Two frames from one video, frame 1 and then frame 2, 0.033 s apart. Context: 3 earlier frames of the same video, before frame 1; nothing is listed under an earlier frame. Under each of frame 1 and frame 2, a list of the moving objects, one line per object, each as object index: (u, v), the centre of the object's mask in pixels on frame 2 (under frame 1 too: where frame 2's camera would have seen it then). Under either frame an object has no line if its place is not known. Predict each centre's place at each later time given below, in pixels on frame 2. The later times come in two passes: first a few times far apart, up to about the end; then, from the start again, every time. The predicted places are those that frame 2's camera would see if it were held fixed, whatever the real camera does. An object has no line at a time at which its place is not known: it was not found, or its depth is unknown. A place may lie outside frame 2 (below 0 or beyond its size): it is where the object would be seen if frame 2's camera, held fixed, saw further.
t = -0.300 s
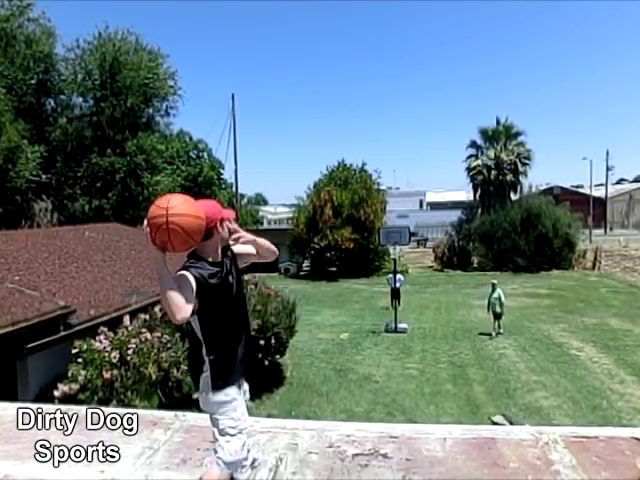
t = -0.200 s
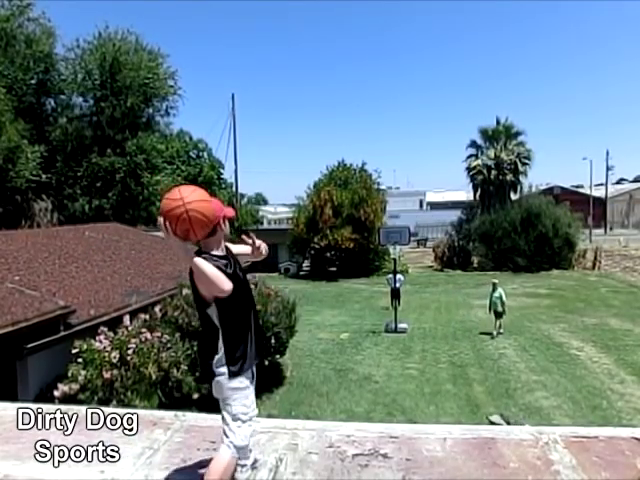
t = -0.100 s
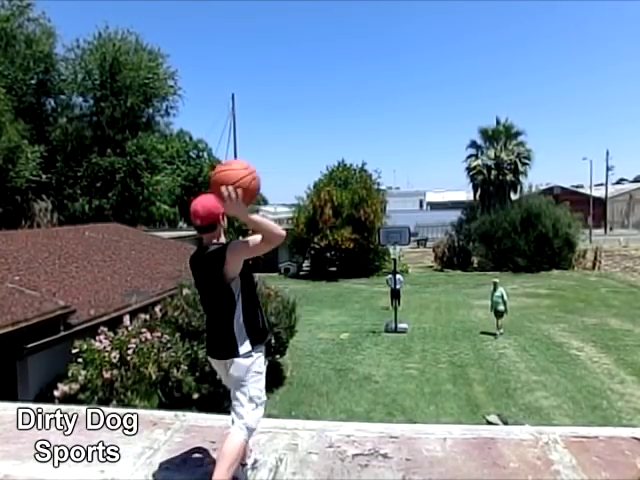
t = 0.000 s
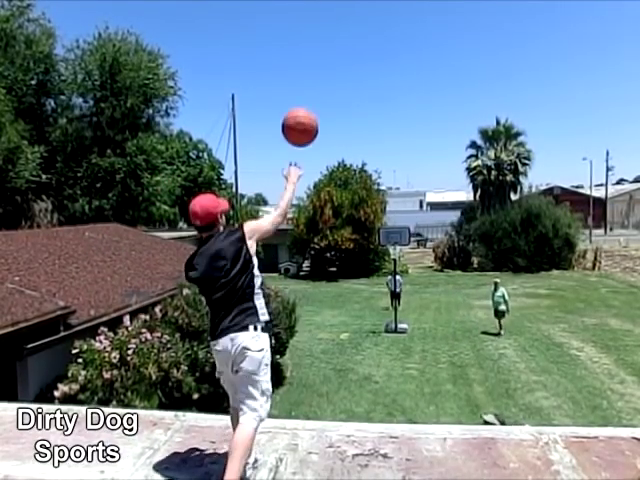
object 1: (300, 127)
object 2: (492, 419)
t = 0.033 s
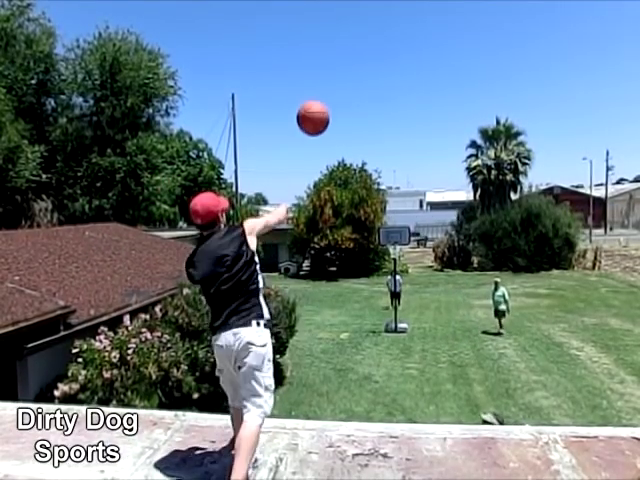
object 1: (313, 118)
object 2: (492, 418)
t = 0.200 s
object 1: (350, 106)
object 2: (487, 417)
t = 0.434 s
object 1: (372, 122)
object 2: (483, 416)
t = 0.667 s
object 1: (383, 152)
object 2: (480, 416)
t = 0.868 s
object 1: (387, 184)
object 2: (477, 416)
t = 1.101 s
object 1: (390, 221)
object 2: (475, 416)
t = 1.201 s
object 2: (475, 416)
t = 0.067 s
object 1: (323, 112)
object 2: (491, 419)
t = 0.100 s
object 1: (332, 109)
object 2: (489, 418)
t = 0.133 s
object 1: (339, 107)
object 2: (488, 418)
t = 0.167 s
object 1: (345, 106)
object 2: (488, 418)
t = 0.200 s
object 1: (350, 106)
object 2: (487, 417)
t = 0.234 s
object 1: (354, 107)
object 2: (487, 417)
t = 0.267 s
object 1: (358, 108)
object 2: (486, 417)
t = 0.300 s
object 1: (362, 110)
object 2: (486, 417)
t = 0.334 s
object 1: (365, 113)
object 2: (485, 417)
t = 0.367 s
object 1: (368, 115)
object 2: (484, 416)
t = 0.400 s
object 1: (370, 118)
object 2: (484, 417)
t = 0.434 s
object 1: (372, 122)
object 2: (483, 416)
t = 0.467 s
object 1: (374, 126)
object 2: (483, 416)
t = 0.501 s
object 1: (376, 130)
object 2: (482, 416)
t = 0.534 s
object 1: (378, 134)
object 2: (482, 416)
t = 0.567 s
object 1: (379, 139)
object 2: (481, 416)
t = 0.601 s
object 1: (380, 143)
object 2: (481, 416)
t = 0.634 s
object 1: (382, 148)
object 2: (480, 416)
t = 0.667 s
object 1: (383, 152)
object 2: (480, 416)
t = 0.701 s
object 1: (384, 157)
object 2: (479, 416)
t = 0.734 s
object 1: (384, 163)
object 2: (478, 416)
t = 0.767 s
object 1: (386, 167)
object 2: (478, 416)
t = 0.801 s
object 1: (386, 173)
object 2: (477, 416)
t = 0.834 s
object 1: (387, 178)
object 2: (477, 416)
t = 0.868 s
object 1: (387, 184)
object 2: (477, 416)
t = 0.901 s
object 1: (388, 189)
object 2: (477, 416)
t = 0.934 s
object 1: (388, 193)
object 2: (476, 416)
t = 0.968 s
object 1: (388, 199)
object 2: (476, 416)
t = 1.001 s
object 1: (389, 204)
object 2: (476, 416)
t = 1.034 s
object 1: (389, 211)
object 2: (476, 416)
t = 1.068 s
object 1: (389, 217)
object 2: (476, 416)
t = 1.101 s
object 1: (390, 221)
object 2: (475, 416)
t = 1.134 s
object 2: (475, 416)
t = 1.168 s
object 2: (475, 416)
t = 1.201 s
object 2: (475, 416)
